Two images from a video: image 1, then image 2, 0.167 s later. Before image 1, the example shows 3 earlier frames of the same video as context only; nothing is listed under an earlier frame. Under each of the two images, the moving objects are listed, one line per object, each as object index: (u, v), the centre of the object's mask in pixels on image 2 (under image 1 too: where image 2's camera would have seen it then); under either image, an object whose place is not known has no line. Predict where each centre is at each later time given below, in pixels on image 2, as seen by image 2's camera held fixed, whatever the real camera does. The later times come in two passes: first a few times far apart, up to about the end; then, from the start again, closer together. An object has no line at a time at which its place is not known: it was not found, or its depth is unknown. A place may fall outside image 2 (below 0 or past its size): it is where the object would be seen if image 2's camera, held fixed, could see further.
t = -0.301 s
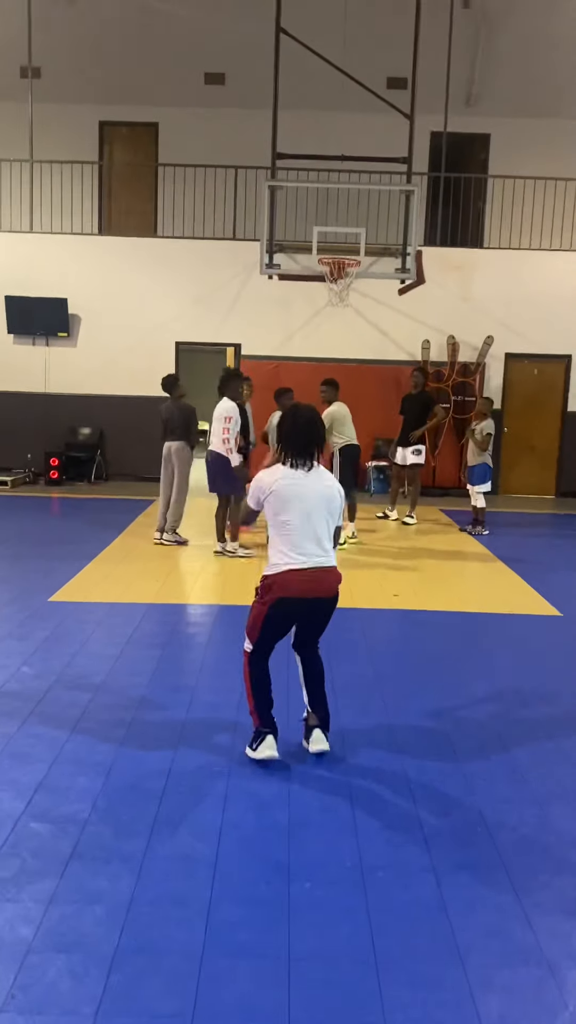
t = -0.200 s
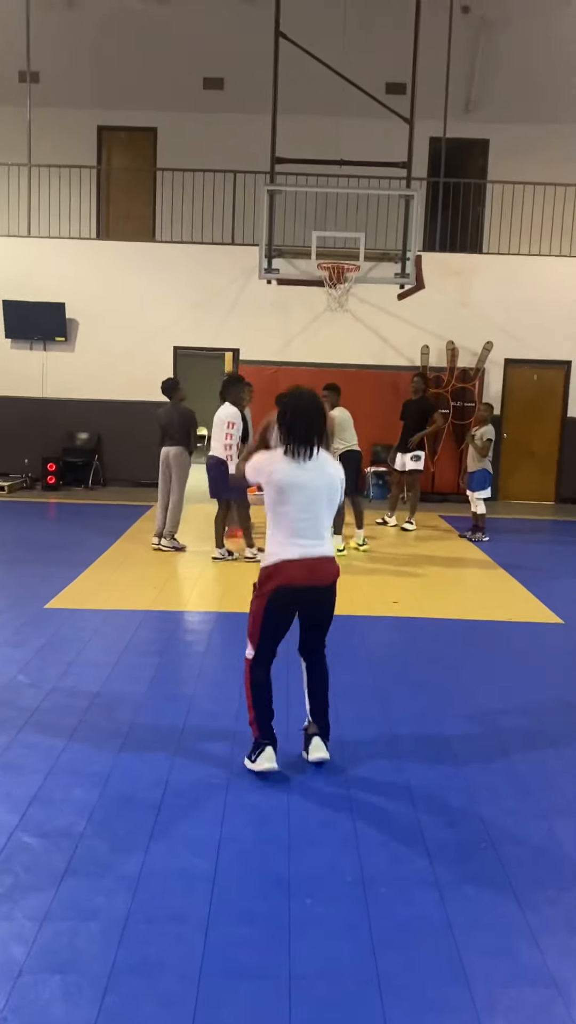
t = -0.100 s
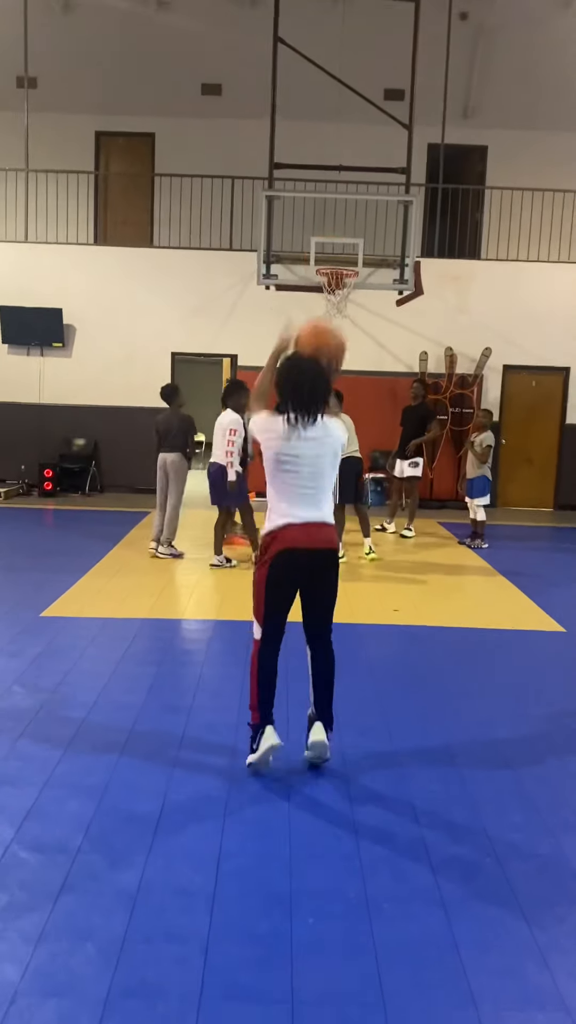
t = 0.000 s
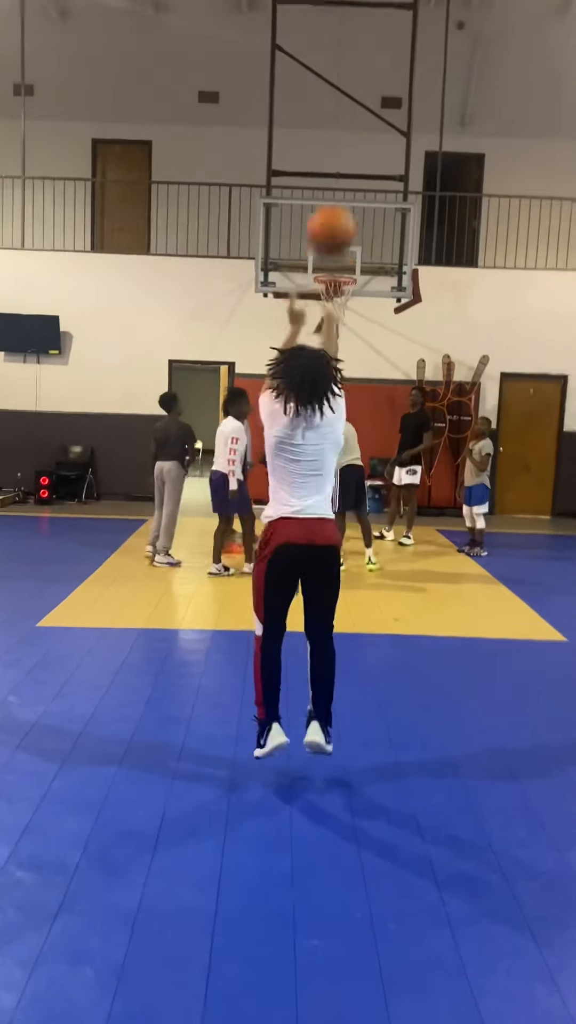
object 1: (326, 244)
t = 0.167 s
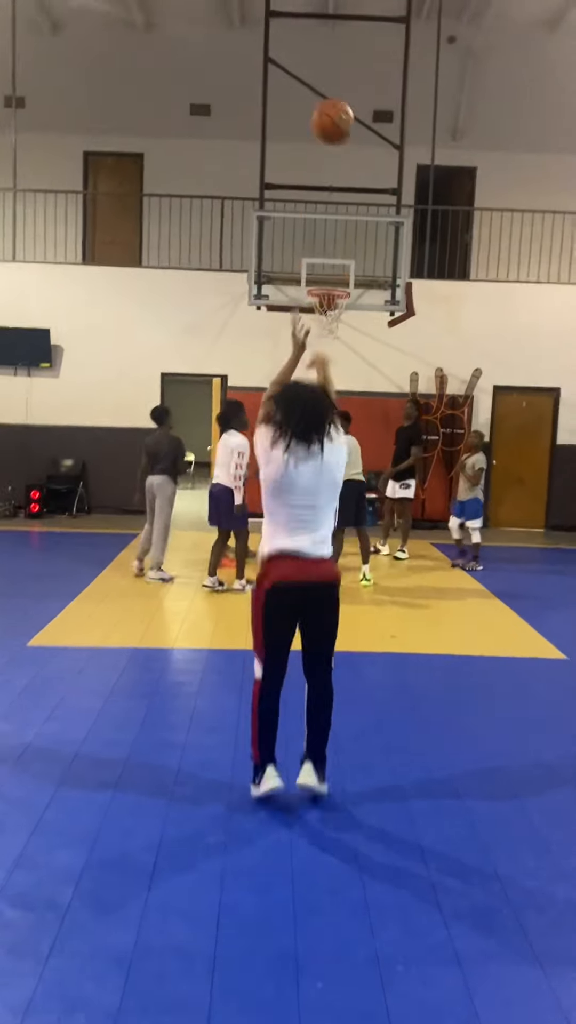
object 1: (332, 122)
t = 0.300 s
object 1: (335, 79)
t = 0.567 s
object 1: (334, 88)
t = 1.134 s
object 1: (327, 303)
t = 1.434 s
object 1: (333, 309)
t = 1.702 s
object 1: (325, 361)
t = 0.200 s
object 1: (334, 108)
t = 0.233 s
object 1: (334, 96)
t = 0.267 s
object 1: (335, 87)
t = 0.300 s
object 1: (335, 79)
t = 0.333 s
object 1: (335, 75)
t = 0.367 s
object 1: (335, 72)
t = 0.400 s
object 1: (335, 71)
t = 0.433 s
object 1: (335, 71)
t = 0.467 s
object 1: (335, 73)
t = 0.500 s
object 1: (335, 77)
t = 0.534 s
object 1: (334, 82)
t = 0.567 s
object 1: (334, 88)
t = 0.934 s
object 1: (329, 214)
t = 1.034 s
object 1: (327, 259)
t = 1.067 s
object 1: (327, 275)
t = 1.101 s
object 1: (327, 296)
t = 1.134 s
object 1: (327, 303)
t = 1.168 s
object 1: (333, 310)
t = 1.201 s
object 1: (337, 315)
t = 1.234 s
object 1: (336, 312)
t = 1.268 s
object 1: (336, 310)
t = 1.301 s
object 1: (336, 308)
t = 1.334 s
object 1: (336, 307)
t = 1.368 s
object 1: (334, 307)
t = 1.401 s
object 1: (333, 307)
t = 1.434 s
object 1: (333, 309)
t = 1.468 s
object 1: (332, 311)
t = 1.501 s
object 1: (332, 315)
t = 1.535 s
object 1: (331, 321)
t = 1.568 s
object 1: (330, 326)
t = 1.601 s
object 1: (329, 334)
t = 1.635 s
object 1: (328, 341)
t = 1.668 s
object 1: (326, 351)
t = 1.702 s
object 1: (325, 361)
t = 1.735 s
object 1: (324, 372)
